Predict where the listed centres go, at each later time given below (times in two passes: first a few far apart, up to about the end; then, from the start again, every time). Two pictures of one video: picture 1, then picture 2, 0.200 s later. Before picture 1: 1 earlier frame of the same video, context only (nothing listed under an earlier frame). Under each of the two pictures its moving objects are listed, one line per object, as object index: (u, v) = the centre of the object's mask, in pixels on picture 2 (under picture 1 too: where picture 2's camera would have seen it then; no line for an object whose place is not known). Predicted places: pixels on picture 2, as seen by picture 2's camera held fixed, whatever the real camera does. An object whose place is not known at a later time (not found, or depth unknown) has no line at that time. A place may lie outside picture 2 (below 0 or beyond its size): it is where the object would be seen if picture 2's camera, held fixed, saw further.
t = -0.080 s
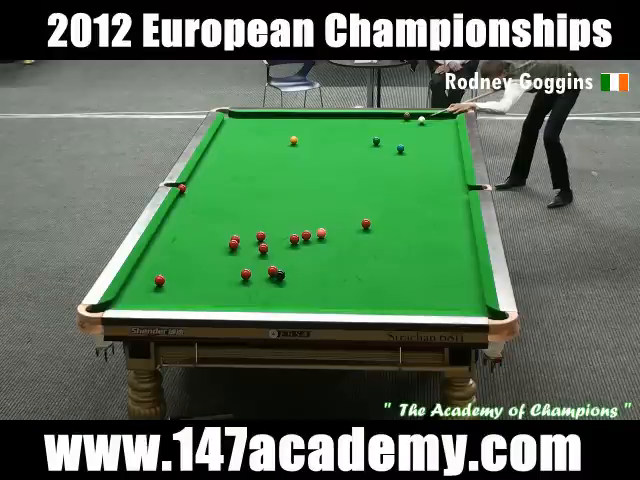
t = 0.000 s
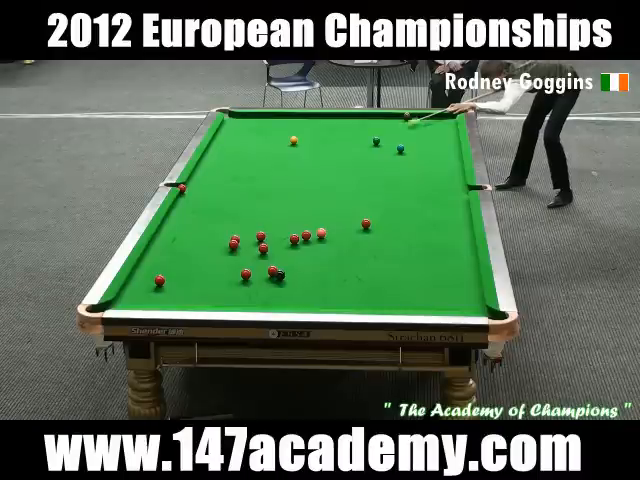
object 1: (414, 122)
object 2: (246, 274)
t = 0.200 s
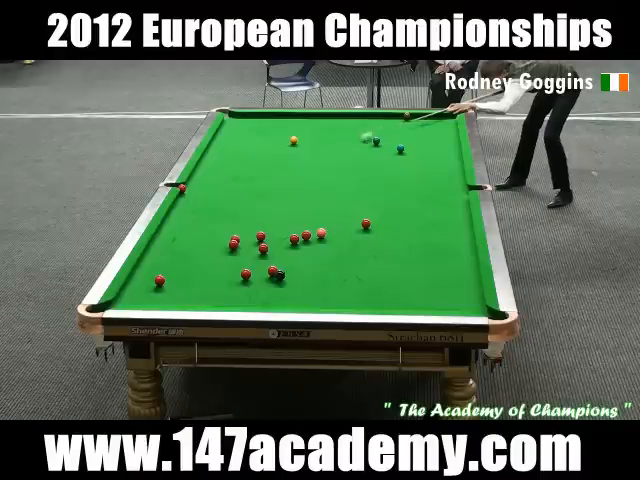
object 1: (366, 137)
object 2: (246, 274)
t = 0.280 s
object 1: (347, 142)
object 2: (246, 274)
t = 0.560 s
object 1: (274, 165)
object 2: (246, 274)
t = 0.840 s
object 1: (194, 190)
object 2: (246, 274)
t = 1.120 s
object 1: (218, 211)
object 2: (246, 274)
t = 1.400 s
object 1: (250, 233)
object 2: (246, 274)
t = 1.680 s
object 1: (244, 248)
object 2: (246, 274)
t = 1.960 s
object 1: (239, 263)
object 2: (246, 274)
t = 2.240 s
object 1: (229, 279)
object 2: (250, 275)
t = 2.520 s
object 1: (214, 293)
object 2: (258, 277)
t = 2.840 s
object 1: (201, 302)
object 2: (267, 280)
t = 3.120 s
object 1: (203, 296)
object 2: (273, 281)
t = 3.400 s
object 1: (205, 289)
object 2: (279, 283)
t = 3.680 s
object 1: (207, 282)
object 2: (283, 284)
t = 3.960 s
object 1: (208, 277)
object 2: (286, 285)
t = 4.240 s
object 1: (209, 272)
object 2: (289, 285)
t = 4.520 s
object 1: (211, 268)
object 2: (291, 286)
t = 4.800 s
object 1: (212, 264)
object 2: (291, 286)
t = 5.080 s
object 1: (213, 261)
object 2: (292, 286)
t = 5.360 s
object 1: (215, 259)
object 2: (291, 286)
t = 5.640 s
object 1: (215, 257)
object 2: (291, 286)
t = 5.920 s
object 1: (216, 255)
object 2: (291, 286)
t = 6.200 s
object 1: (216, 254)
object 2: (291, 286)
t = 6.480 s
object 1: (217, 254)
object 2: (291, 286)
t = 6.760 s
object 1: (217, 253)
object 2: (291, 286)
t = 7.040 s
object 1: (217, 253)
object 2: (291, 286)
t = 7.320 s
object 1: (217, 253)
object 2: (291, 285)
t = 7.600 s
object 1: (217, 253)
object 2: (291, 285)
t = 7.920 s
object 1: (217, 253)
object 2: (291, 285)
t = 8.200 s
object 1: (217, 253)
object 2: (291, 285)
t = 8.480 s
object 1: (217, 253)
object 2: (291, 285)
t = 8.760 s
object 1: (217, 253)
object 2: (291, 285)
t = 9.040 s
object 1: (217, 253)
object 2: (292, 285)
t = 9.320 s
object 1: (217, 253)
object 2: (291, 285)
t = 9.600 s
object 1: (217, 253)
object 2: (291, 285)
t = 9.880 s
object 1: (217, 253)
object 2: (291, 285)
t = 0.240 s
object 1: (357, 140)
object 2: (246, 274)
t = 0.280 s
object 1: (347, 142)
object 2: (246, 274)
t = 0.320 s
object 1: (337, 145)
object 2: (246, 274)
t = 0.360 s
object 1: (327, 149)
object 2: (246, 274)
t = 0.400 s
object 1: (317, 152)
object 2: (246, 274)
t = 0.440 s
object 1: (307, 155)
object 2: (246, 274)
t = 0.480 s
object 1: (296, 158)
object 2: (246, 274)
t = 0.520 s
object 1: (285, 162)
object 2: (246, 274)
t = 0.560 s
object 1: (274, 165)
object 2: (246, 274)
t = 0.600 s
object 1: (263, 168)
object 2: (246, 274)
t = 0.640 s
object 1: (252, 172)
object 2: (246, 274)
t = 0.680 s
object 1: (241, 175)
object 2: (246, 274)
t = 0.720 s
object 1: (230, 179)
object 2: (246, 274)
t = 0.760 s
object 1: (218, 183)
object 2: (246, 274)
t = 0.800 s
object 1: (206, 186)
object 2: (246, 274)
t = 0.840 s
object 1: (194, 190)
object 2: (246, 274)
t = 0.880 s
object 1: (185, 192)
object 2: (246, 274)
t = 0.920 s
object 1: (190, 195)
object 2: (246, 274)
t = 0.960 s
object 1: (197, 198)
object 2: (246, 274)
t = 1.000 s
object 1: (202, 201)
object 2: (246, 274)
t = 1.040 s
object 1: (208, 205)
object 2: (246, 274)
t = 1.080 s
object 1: (213, 207)
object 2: (246, 274)
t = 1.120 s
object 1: (218, 211)
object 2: (246, 274)
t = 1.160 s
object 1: (222, 213)
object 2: (246, 274)
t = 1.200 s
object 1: (227, 216)
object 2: (246, 274)
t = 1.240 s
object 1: (231, 220)
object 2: (246, 274)
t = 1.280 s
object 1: (236, 223)
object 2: (246, 274)
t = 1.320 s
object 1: (241, 226)
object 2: (246, 274)
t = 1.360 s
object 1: (246, 230)
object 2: (246, 274)
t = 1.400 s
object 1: (250, 233)
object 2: (246, 274)
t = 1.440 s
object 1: (251, 236)
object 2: (246, 274)
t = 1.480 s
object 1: (249, 238)
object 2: (246, 274)
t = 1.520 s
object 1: (248, 239)
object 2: (246, 274)
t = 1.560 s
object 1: (246, 241)
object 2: (246, 274)
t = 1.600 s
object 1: (246, 244)
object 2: (246, 274)
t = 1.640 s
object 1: (245, 246)
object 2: (246, 274)
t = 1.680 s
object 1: (244, 248)
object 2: (246, 274)
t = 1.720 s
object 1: (244, 250)
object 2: (246, 274)
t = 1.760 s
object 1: (243, 252)
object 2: (246, 274)
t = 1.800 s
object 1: (243, 254)
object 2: (246, 274)
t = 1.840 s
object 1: (242, 257)
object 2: (246, 274)
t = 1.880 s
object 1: (241, 259)
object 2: (246, 274)
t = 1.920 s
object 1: (240, 261)
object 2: (246, 274)
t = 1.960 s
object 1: (239, 263)
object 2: (246, 274)
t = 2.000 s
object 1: (239, 266)
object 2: (246, 274)
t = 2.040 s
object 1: (238, 268)
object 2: (246, 274)
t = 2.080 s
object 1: (237, 270)
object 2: (246, 274)
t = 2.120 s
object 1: (236, 273)
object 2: (246, 274)
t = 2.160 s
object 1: (233, 275)
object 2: (248, 274)
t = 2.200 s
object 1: (231, 277)
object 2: (249, 274)
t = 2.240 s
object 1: (229, 279)
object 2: (250, 275)
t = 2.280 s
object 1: (227, 281)
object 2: (251, 275)
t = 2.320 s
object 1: (225, 283)
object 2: (253, 276)
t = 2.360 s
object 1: (223, 285)
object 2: (254, 276)
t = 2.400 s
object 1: (221, 287)
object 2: (255, 276)
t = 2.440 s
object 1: (218, 289)
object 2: (256, 277)
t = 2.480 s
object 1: (216, 291)
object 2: (257, 277)
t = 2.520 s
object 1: (214, 293)
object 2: (258, 277)
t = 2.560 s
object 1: (212, 295)
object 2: (259, 278)
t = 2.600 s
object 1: (210, 297)
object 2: (260, 278)
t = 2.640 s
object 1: (208, 299)
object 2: (262, 278)
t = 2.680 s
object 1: (206, 300)
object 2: (263, 278)
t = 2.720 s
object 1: (204, 301)
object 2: (264, 278)
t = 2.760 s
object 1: (201, 303)
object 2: (265, 279)
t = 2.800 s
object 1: (200, 303)
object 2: (266, 279)
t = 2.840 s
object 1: (201, 302)
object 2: (267, 280)
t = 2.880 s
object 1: (201, 301)
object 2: (267, 280)
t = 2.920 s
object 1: (201, 301)
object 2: (268, 280)
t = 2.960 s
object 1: (202, 300)
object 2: (269, 280)
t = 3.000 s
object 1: (202, 299)
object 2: (270, 280)
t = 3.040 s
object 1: (202, 298)
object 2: (271, 281)
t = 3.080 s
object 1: (202, 297)
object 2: (272, 281)
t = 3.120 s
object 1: (203, 296)
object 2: (273, 281)
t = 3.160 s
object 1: (203, 295)
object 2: (274, 282)
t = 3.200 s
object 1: (204, 294)
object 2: (275, 282)
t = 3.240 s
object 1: (204, 292)
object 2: (275, 282)
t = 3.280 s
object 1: (204, 292)
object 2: (276, 283)
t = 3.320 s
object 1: (204, 291)
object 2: (277, 282)
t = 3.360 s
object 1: (205, 290)
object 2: (277, 282)
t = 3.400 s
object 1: (205, 289)
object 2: (279, 283)
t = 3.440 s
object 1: (205, 288)
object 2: (279, 283)
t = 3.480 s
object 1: (205, 287)
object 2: (280, 283)
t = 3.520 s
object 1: (206, 286)
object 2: (281, 283)
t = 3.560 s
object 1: (206, 285)
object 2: (281, 284)
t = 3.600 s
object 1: (206, 284)
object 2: (282, 284)
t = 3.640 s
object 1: (206, 283)
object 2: (283, 284)
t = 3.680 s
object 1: (207, 282)
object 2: (283, 284)
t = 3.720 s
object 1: (207, 282)
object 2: (284, 284)
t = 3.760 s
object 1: (207, 281)
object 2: (284, 284)
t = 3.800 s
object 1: (207, 280)
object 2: (285, 284)
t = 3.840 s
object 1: (207, 279)
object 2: (285, 285)
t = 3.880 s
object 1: (207, 278)
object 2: (286, 284)
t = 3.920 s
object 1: (208, 278)
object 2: (286, 285)
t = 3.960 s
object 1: (208, 277)
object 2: (286, 285)
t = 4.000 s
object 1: (208, 276)
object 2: (287, 285)
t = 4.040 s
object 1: (208, 276)
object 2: (288, 285)
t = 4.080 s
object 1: (209, 275)
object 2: (288, 285)
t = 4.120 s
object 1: (209, 274)
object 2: (288, 285)
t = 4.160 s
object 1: (209, 273)
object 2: (289, 285)
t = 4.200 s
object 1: (209, 273)
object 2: (289, 285)
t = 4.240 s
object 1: (209, 272)
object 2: (289, 285)
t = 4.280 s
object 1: (210, 271)
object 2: (290, 285)
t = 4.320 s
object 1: (210, 271)
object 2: (290, 285)
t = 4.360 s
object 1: (210, 270)
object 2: (290, 286)
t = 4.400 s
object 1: (210, 270)
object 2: (290, 286)
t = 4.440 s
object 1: (211, 269)
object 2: (290, 286)
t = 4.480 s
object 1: (211, 268)
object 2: (291, 286)
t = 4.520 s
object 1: (211, 268)
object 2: (291, 286)
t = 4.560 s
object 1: (211, 267)
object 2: (291, 286)
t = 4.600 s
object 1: (211, 267)
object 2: (291, 286)
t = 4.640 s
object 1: (212, 266)
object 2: (291, 286)
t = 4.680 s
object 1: (212, 266)
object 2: (291, 286)
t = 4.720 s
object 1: (212, 265)
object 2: (291, 286)
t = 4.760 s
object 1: (212, 265)
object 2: (291, 286)
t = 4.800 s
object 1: (212, 264)
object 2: (291, 286)
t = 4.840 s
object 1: (212, 264)
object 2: (291, 286)
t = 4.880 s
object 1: (213, 263)
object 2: (291, 286)
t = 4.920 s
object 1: (213, 263)
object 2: (291, 286)
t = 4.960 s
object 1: (213, 262)
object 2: (292, 286)
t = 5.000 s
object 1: (213, 262)
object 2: (292, 286)
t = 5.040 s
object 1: (213, 262)
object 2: (292, 286)
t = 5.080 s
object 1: (213, 261)
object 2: (292, 286)
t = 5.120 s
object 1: (213, 261)
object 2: (292, 286)
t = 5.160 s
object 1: (214, 260)
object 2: (291, 286)
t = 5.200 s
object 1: (214, 260)
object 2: (291, 286)
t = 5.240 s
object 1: (214, 260)
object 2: (291, 286)
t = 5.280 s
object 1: (214, 259)
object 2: (291, 286)
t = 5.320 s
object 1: (214, 259)
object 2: (291, 286)
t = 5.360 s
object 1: (215, 259)
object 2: (291, 286)
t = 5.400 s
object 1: (215, 259)
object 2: (291, 286)
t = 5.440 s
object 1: (215, 258)
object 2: (291, 286)
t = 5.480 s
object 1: (215, 258)
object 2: (291, 286)
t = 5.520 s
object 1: (215, 258)
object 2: (291, 286)
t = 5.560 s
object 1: (215, 257)
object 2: (291, 286)
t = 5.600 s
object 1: (215, 257)
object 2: (291, 286)
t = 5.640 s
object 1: (215, 257)
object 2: (291, 286)
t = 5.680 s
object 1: (215, 257)
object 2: (291, 286)
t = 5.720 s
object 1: (215, 256)
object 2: (291, 286)
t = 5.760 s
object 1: (215, 256)
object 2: (291, 286)
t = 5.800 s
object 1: (216, 256)
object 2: (291, 286)
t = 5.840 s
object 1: (216, 255)
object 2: (291, 286)
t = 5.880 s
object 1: (216, 255)
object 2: (291, 286)
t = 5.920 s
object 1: (216, 255)
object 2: (291, 286)
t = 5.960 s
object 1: (216, 255)
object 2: (291, 286)
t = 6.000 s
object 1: (216, 255)
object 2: (291, 286)
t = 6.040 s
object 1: (216, 255)
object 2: (291, 286)
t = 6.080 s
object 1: (216, 254)
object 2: (291, 286)
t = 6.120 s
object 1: (216, 254)
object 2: (291, 286)
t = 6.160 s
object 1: (216, 254)
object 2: (291, 286)
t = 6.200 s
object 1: (216, 254)
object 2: (291, 286)
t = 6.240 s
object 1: (217, 254)
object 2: (291, 286)
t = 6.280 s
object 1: (217, 254)
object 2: (291, 286)
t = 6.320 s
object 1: (217, 254)
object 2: (291, 286)
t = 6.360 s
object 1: (217, 254)
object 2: (291, 286)
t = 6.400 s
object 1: (217, 254)
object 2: (291, 286)
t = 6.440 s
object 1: (217, 254)
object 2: (291, 286)
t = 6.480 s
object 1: (217, 254)
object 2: (291, 286)
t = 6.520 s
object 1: (217, 254)
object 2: (291, 286)
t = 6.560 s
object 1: (217, 254)
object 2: (291, 286)
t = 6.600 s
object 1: (217, 254)
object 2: (291, 286)
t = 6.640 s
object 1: (217, 254)
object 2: (291, 286)
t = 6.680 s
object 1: (217, 253)
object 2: (291, 286)
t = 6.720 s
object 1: (217, 253)
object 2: (291, 286)
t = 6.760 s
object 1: (217, 253)
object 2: (291, 286)
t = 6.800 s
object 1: (217, 254)
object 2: (291, 286)
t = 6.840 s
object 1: (217, 253)
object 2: (291, 286)
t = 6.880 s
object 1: (217, 253)
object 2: (291, 286)
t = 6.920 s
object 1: (217, 253)
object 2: (291, 286)
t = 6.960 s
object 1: (217, 253)
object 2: (291, 286)
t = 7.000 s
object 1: (217, 253)
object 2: (291, 286)
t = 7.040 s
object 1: (217, 253)
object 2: (291, 286)
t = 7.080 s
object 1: (217, 253)
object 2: (291, 286)
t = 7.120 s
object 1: (217, 253)
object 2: (291, 285)
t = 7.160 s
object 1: (217, 253)
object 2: (291, 285)
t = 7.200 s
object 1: (217, 253)
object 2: (291, 285)
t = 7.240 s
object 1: (217, 253)
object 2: (291, 285)
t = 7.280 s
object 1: (217, 253)
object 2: (291, 285)
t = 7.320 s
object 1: (217, 253)
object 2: (291, 285)
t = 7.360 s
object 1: (217, 253)
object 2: (291, 285)
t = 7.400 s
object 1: (217, 253)
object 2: (291, 285)
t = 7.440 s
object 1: (217, 253)
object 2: (291, 285)
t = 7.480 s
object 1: (217, 253)
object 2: (291, 285)
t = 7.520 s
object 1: (217, 253)
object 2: (291, 285)
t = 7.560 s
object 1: (217, 253)
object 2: (291, 285)
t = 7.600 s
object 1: (217, 253)
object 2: (291, 285)
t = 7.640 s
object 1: (217, 253)
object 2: (291, 285)
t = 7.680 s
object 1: (217, 253)
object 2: (291, 285)
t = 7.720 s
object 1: (217, 253)
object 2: (292, 285)
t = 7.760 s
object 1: (217, 253)
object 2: (291, 285)
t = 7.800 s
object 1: (217, 253)
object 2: (292, 285)
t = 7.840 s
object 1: (217, 253)
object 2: (291, 285)
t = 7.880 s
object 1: (217, 253)
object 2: (291, 285)
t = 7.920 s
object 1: (217, 253)
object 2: (291, 285)
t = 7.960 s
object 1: (217, 253)
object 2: (291, 285)
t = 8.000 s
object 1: (217, 253)
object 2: (291, 285)
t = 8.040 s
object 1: (217, 253)
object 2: (291, 285)
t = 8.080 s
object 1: (217, 253)
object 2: (291, 285)
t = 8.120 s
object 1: (217, 253)
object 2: (291, 285)
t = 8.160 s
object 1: (217, 253)
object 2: (291, 285)
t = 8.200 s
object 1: (217, 253)
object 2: (291, 285)
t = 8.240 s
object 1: (217, 253)
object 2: (291, 285)
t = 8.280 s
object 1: (217, 253)
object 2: (291, 285)
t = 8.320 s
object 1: (217, 253)
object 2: (291, 285)
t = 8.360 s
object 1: (217, 253)
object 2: (291, 285)
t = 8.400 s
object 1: (217, 253)
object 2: (291, 285)
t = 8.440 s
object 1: (217, 253)
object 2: (291, 285)
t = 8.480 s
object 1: (217, 253)
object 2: (291, 285)
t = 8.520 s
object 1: (217, 253)
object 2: (291, 285)
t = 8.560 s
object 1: (217, 253)
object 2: (291, 285)
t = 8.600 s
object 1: (217, 253)
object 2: (291, 285)
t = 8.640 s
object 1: (217, 253)
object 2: (291, 285)
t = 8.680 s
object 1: (217, 253)
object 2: (291, 285)
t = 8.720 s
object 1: (217, 253)
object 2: (291, 285)
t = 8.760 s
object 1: (217, 253)
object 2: (291, 285)
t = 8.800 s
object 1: (217, 253)
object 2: (292, 285)
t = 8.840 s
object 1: (217, 253)
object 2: (291, 285)
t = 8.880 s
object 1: (217, 253)
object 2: (291, 285)
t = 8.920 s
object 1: (217, 253)
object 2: (291, 285)
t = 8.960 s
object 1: (217, 253)
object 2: (291, 285)
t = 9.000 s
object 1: (217, 253)
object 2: (291, 285)
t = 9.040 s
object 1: (217, 253)
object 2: (292, 285)
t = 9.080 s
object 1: (217, 253)
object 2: (292, 285)
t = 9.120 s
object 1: (217, 253)
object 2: (291, 285)
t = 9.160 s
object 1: (217, 253)
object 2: (291, 285)
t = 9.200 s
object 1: (217, 253)
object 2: (292, 285)
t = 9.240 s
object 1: (217, 253)
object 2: (291, 285)
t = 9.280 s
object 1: (217, 253)
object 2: (291, 285)
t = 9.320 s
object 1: (217, 253)
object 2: (291, 285)
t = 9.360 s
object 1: (217, 253)
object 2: (291, 285)
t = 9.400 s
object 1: (217, 253)
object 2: (292, 285)
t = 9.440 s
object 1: (217, 253)
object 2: (291, 285)
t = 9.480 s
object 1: (217, 253)
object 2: (292, 285)
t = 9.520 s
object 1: (217, 253)
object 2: (291, 285)
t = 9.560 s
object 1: (217, 253)
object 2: (291, 285)
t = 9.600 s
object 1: (217, 253)
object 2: (291, 285)
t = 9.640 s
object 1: (217, 253)
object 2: (292, 285)
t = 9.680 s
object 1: (217, 253)
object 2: (292, 285)
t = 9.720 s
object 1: (217, 253)
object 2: (291, 285)
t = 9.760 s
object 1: (217, 253)
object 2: (291, 285)
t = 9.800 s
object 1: (217, 253)
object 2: (291, 285)
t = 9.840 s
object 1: (217, 253)
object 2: (292, 285)
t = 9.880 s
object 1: (217, 253)
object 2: (291, 285)
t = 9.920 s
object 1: (217, 253)
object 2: (292, 285)
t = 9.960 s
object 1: (217, 253)
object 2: (292, 285)
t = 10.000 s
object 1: (217, 253)
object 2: (291, 285)
